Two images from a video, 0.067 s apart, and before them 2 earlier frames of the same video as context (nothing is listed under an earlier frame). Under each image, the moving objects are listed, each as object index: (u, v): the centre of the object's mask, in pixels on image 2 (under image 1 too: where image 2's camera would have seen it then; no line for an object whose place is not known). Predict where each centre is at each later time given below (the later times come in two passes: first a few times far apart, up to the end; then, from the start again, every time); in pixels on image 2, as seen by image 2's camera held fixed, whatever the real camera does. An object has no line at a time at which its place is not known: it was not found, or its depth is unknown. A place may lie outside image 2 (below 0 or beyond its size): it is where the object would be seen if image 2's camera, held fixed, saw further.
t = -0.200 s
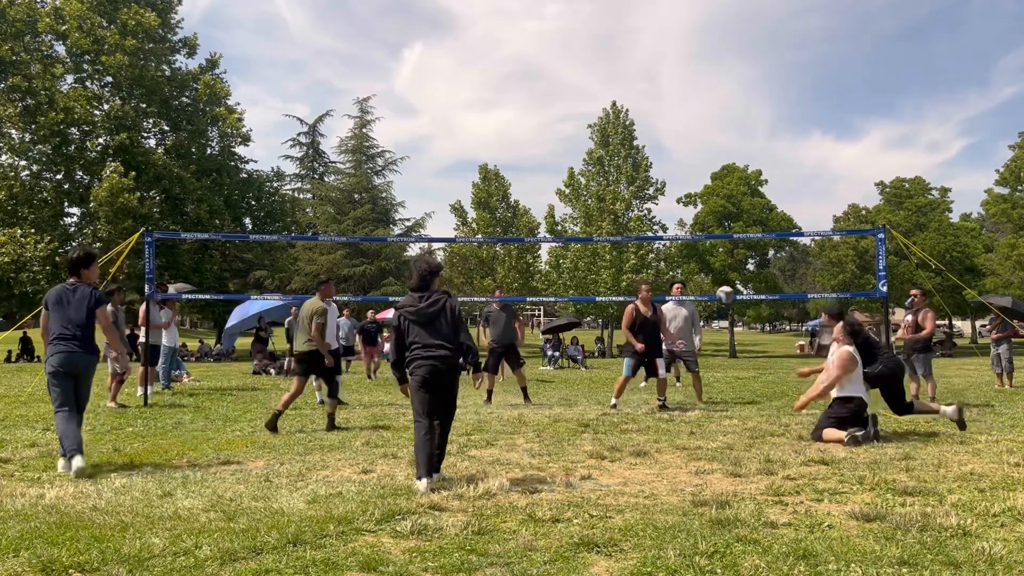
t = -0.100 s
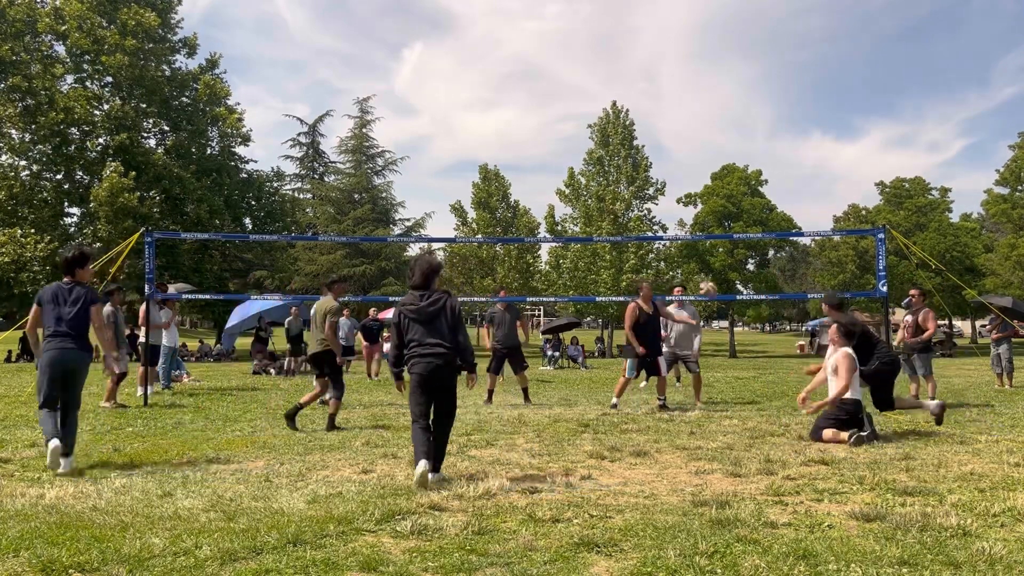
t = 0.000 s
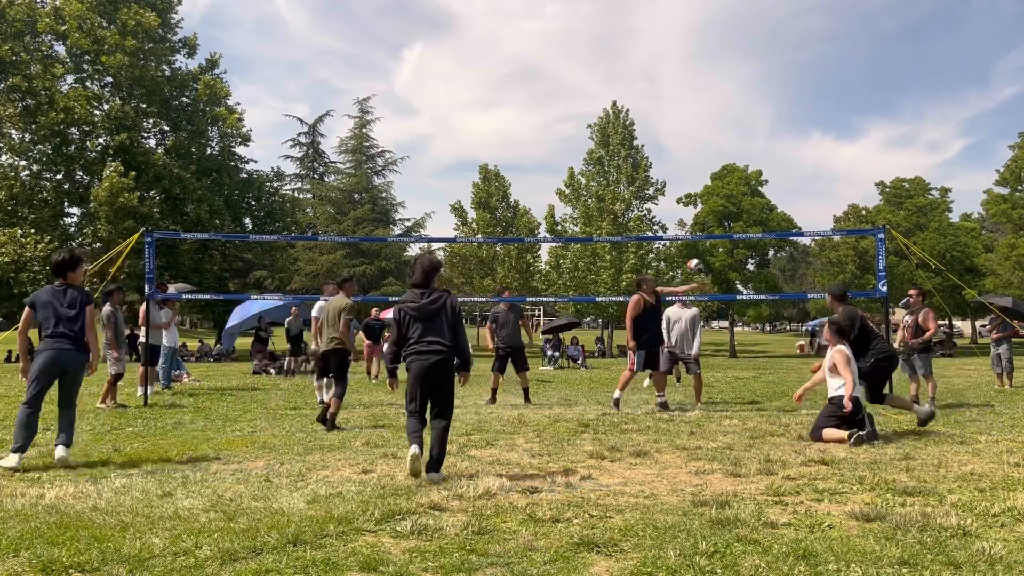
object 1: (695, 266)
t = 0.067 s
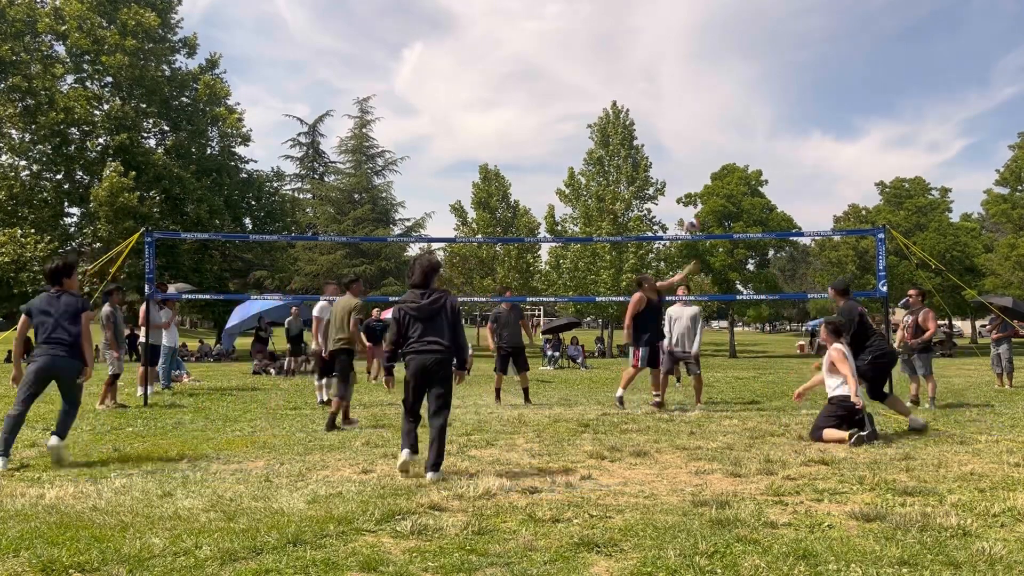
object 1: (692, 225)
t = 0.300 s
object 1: (683, 107)
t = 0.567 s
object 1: (674, 23)
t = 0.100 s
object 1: (691, 205)
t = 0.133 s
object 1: (689, 187)
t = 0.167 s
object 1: (688, 170)
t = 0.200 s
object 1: (687, 152)
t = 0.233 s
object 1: (686, 136)
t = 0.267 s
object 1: (685, 121)
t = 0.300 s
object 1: (683, 107)
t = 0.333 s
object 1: (682, 93)
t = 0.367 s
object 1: (681, 81)
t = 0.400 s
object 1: (680, 69)
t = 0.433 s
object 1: (679, 58)
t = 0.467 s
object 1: (677, 48)
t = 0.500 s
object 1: (676, 39)
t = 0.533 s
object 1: (675, 30)
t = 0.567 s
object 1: (674, 23)
